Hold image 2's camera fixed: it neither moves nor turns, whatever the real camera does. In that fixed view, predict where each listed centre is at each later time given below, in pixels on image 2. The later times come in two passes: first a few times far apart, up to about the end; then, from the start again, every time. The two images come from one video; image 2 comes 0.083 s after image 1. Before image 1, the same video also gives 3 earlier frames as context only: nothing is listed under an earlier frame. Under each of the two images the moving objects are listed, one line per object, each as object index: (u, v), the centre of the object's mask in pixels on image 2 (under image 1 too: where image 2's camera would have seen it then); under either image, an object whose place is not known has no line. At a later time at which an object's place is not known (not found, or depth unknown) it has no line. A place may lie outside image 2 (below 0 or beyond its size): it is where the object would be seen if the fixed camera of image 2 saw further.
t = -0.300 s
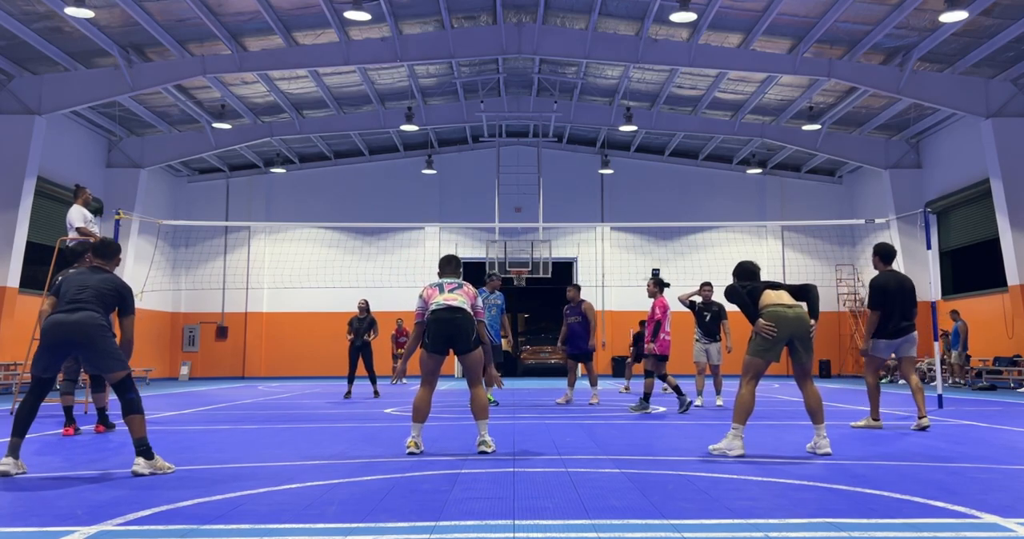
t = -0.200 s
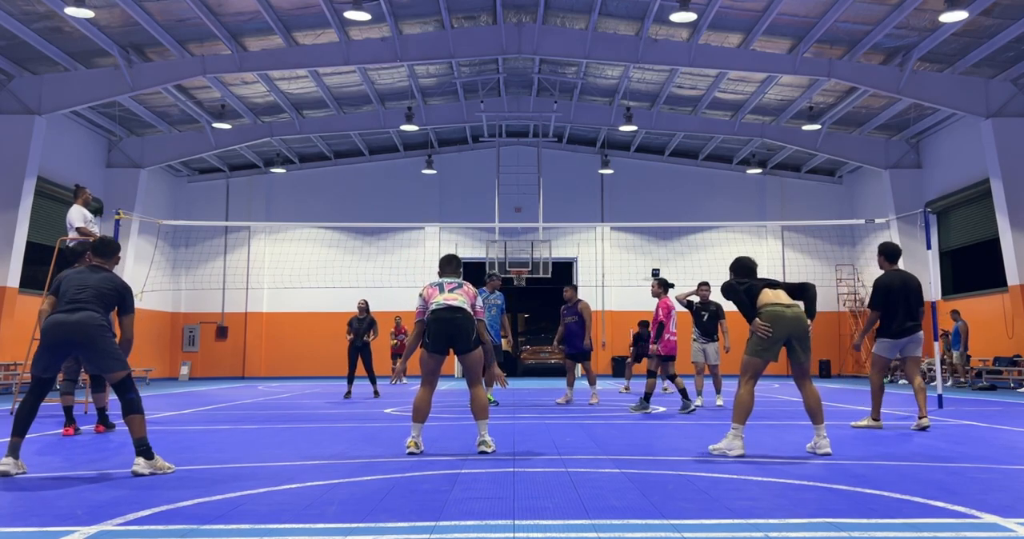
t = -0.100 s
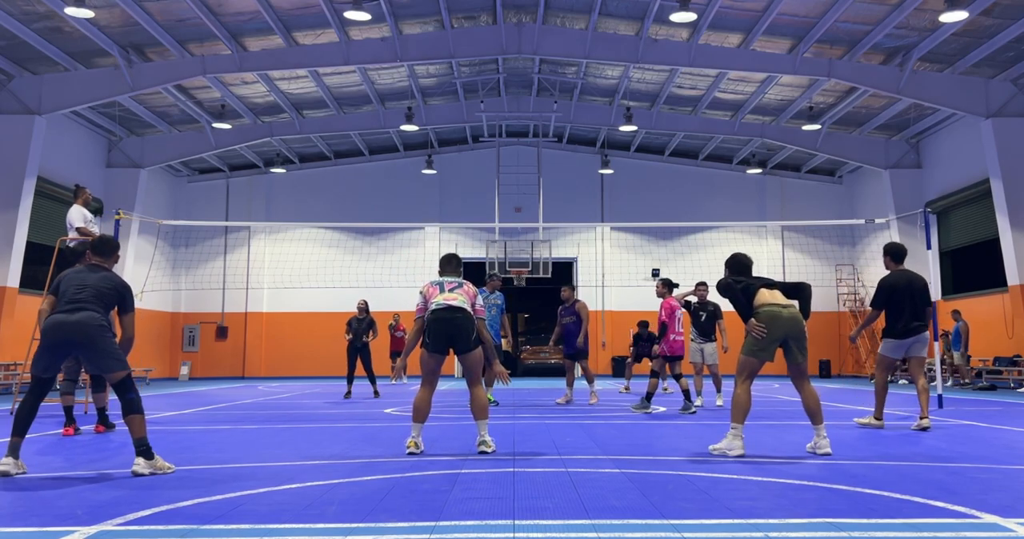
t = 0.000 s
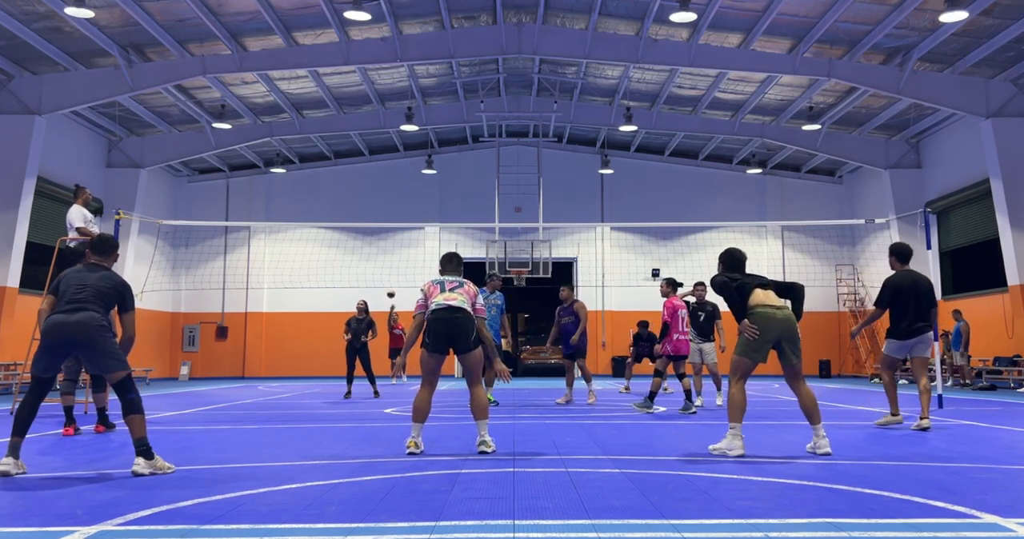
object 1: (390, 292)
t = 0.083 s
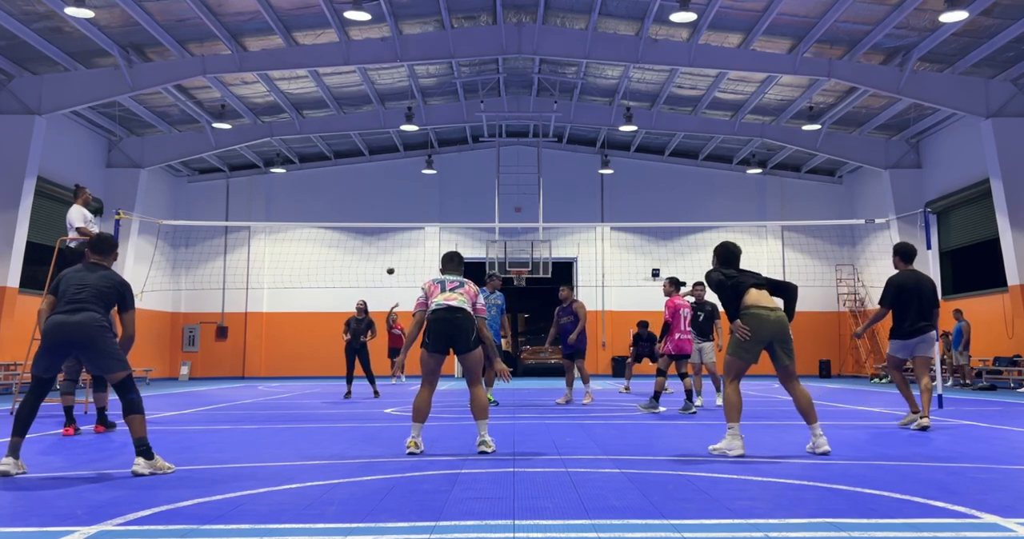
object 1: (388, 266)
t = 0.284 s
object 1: (388, 226)
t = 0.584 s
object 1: (386, 187)
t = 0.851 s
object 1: (384, 181)
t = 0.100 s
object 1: (388, 261)
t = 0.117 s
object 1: (389, 257)
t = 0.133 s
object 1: (388, 255)
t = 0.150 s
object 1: (388, 251)
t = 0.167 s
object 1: (388, 247)
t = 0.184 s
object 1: (388, 244)
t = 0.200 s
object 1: (388, 241)
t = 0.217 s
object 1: (388, 237)
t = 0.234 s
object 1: (388, 234)
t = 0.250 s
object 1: (388, 231)
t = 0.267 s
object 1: (389, 228)
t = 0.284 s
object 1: (388, 226)
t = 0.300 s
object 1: (388, 220)
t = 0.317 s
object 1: (388, 218)
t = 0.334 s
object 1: (388, 216)
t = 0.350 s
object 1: (388, 214)
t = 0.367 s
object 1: (388, 211)
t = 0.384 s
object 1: (388, 209)
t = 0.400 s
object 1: (388, 207)
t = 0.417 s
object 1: (387, 204)
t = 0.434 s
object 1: (387, 202)
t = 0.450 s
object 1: (387, 200)
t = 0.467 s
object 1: (387, 198)
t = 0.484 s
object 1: (387, 196)
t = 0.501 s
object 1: (387, 194)
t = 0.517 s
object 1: (387, 193)
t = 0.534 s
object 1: (387, 191)
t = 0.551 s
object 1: (387, 190)
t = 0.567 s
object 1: (386, 188)
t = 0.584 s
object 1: (386, 187)
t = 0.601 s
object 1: (386, 186)
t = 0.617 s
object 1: (386, 185)
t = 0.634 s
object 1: (386, 184)
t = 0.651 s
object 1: (386, 183)
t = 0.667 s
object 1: (386, 182)
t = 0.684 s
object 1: (385, 182)
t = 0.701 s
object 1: (385, 181)
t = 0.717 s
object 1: (385, 181)
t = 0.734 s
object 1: (385, 180)
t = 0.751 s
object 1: (385, 180)
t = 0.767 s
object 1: (385, 180)
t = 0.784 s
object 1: (384, 180)
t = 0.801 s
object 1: (384, 180)
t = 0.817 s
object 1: (384, 181)
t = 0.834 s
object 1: (384, 181)
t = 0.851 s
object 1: (384, 181)
